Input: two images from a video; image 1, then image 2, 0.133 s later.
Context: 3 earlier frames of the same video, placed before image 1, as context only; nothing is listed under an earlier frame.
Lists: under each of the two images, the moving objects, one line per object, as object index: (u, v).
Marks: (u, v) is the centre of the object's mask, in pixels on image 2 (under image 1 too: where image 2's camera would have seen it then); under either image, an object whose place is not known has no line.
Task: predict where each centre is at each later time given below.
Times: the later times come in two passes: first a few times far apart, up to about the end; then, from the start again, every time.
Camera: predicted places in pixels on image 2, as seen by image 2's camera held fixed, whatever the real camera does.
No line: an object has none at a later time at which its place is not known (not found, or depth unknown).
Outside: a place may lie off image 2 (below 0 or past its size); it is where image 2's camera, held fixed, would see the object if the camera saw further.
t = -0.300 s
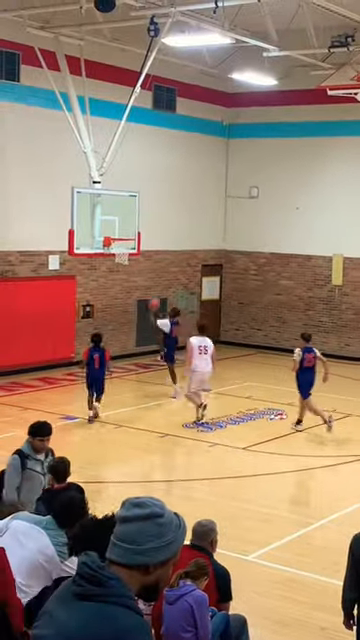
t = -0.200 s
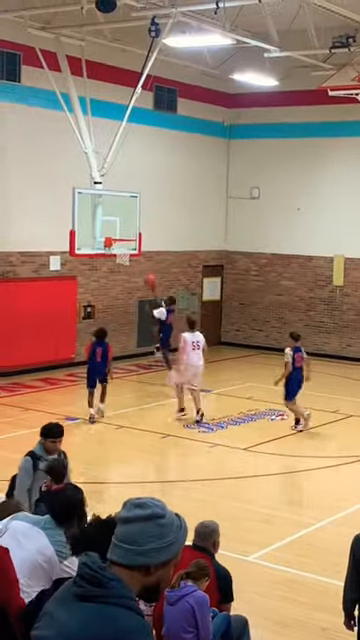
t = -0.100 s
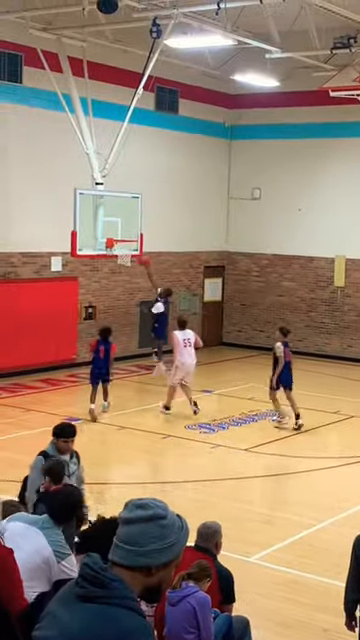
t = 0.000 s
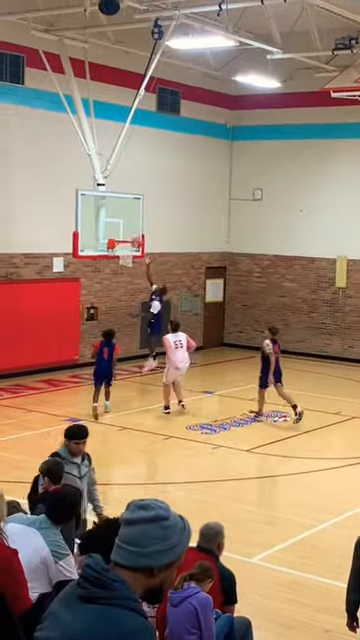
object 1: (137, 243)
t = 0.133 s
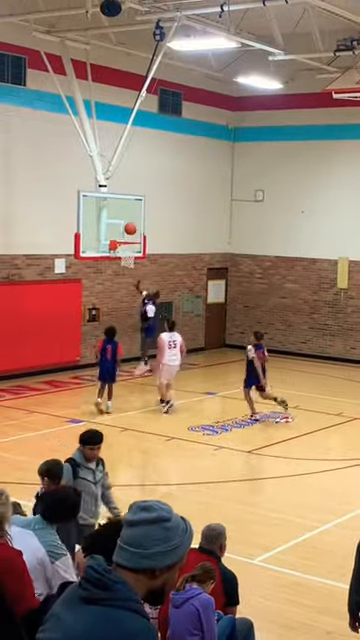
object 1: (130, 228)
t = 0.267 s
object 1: (131, 226)
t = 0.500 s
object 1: (133, 242)
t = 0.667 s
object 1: (128, 262)
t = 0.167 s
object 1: (130, 227)
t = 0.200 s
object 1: (131, 226)
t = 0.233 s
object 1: (131, 225)
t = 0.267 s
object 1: (131, 226)
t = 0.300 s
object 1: (132, 226)
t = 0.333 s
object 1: (132, 227)
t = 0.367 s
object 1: (132, 229)
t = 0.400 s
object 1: (132, 231)
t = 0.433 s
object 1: (133, 234)
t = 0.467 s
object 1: (133, 237)
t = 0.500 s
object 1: (133, 242)
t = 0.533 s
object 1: (133, 245)
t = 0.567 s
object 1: (132, 250)
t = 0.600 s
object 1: (130, 253)
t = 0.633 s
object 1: (129, 258)
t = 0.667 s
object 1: (128, 262)
